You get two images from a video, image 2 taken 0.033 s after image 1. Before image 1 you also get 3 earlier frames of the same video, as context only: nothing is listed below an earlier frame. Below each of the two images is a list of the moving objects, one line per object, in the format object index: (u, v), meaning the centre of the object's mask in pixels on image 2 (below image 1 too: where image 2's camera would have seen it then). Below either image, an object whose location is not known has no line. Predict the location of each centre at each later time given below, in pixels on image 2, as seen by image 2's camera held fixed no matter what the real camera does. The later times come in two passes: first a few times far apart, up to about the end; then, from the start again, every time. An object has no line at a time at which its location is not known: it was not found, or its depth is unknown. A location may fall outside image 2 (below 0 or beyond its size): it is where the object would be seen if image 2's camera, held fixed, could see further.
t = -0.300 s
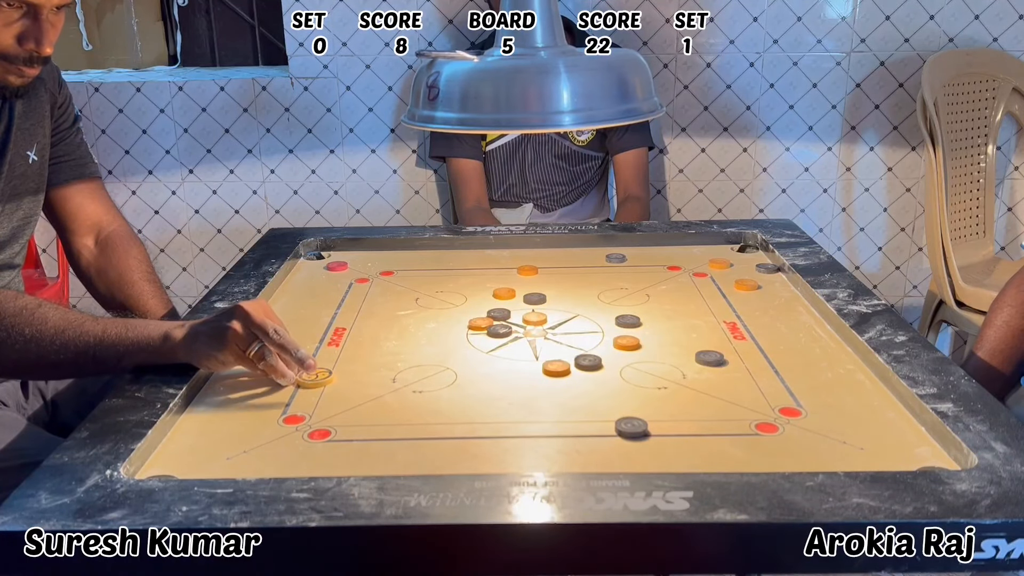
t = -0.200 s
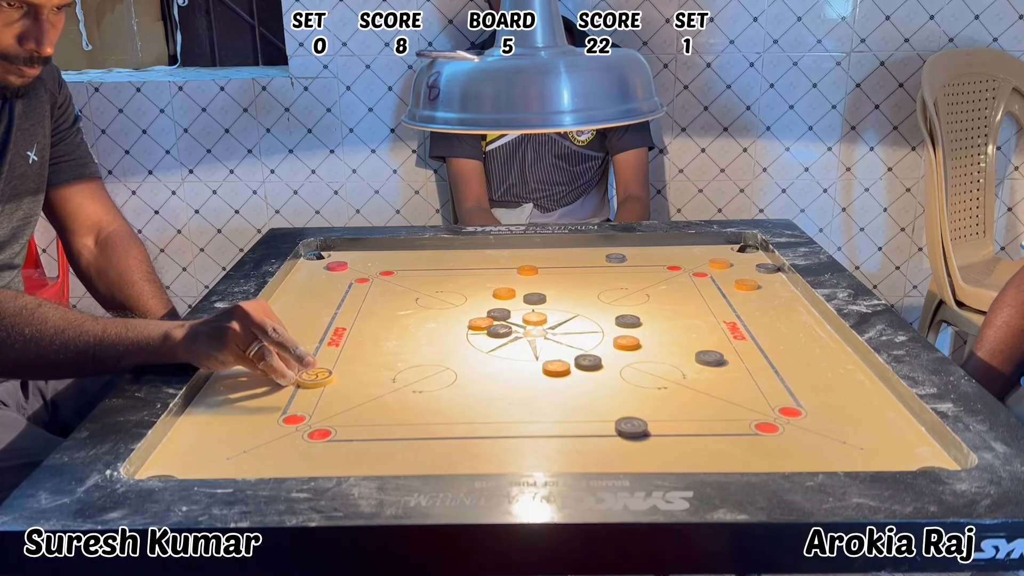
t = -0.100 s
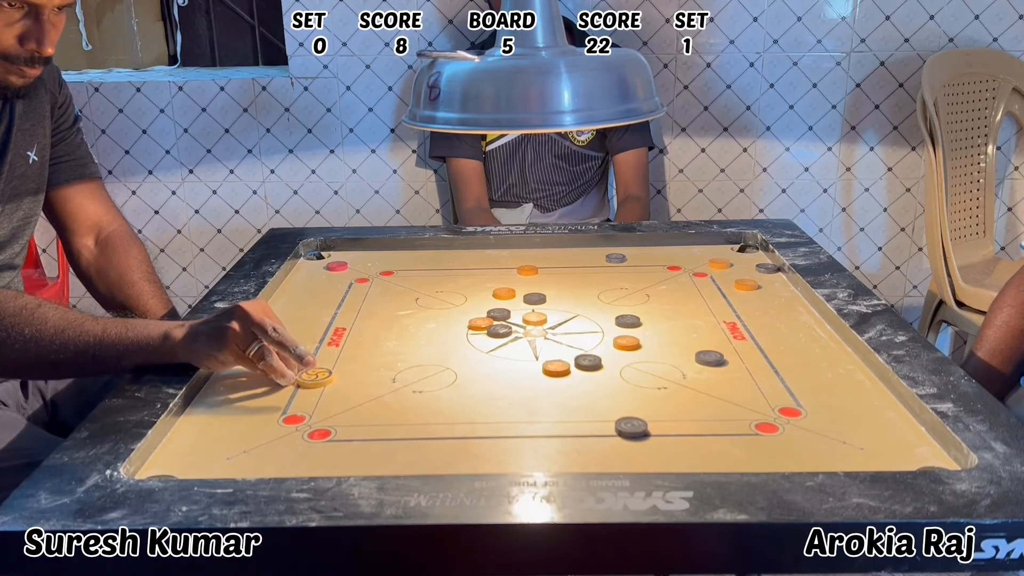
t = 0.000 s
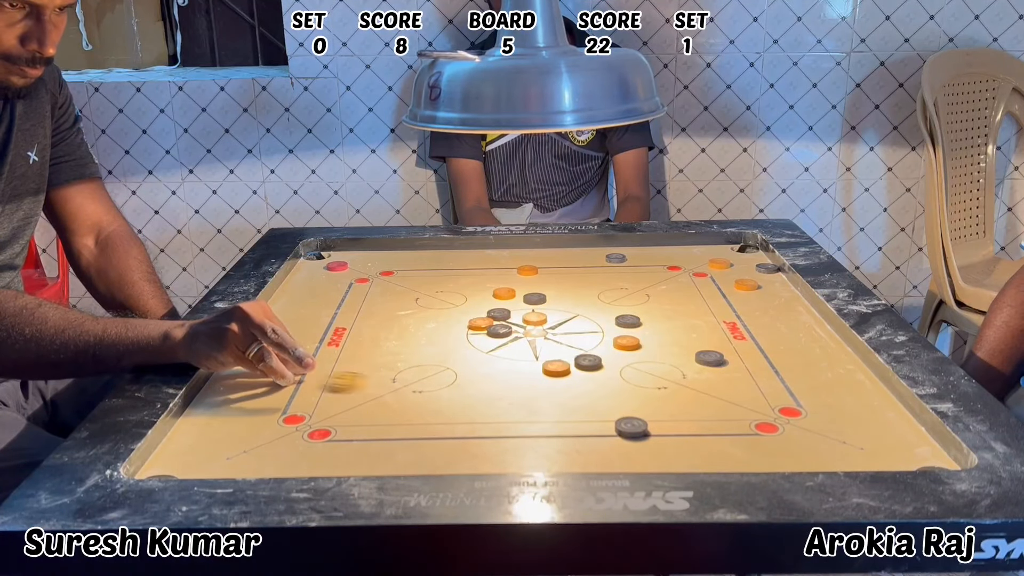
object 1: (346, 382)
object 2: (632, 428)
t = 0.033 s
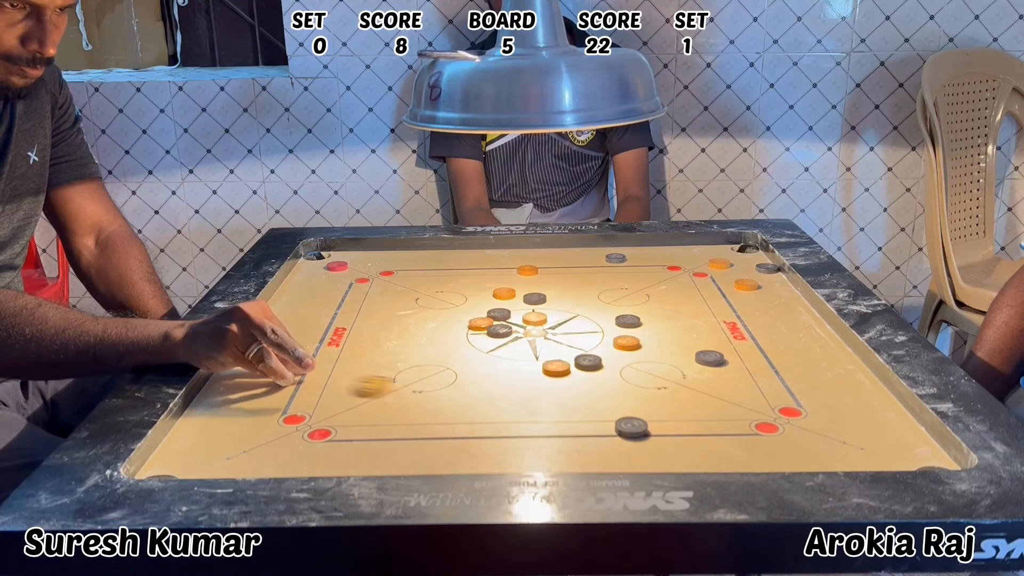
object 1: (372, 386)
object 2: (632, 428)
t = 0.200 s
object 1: (506, 406)
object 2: (632, 428)
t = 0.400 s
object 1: (620, 421)
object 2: (695, 442)
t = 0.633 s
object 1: (650, 423)
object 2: (864, 470)
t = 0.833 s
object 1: (650, 423)
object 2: (916, 463)
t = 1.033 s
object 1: (650, 423)
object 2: (920, 463)
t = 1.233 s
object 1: (650, 423)
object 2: (920, 463)
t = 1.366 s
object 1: (650, 423)
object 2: (920, 463)
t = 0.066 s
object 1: (399, 390)
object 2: (632, 428)
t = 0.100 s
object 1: (427, 394)
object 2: (631, 428)
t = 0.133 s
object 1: (455, 398)
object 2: (631, 428)
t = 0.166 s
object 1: (480, 402)
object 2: (632, 428)
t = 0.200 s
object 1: (506, 406)
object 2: (632, 428)
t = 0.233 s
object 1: (530, 409)
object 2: (631, 428)
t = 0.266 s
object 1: (555, 413)
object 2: (632, 428)
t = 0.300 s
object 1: (578, 416)
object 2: (631, 428)
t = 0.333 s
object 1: (599, 420)
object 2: (635, 429)
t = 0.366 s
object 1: (610, 421)
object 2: (666, 435)
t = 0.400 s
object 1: (620, 421)
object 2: (695, 442)
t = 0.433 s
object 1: (628, 422)
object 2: (724, 449)
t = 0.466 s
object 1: (636, 422)
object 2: (752, 456)
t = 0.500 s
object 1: (641, 423)
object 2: (778, 461)
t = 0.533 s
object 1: (645, 423)
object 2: (802, 464)
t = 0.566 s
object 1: (648, 423)
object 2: (826, 466)
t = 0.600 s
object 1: (650, 423)
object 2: (848, 468)
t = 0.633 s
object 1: (650, 423)
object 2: (864, 470)
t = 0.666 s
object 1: (650, 423)
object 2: (879, 469)
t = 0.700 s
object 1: (650, 423)
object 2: (889, 467)
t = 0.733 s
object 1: (650, 423)
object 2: (898, 466)
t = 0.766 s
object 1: (650, 423)
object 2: (905, 465)
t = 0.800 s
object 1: (650, 423)
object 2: (911, 464)
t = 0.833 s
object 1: (650, 423)
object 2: (916, 463)
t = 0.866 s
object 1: (650, 423)
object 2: (919, 463)
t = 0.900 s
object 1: (650, 423)
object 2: (920, 463)
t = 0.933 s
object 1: (650, 423)
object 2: (920, 463)
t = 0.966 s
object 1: (650, 423)
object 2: (920, 463)
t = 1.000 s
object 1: (650, 423)
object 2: (920, 463)
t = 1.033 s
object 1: (650, 423)
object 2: (920, 463)
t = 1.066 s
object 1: (650, 423)
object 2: (920, 463)
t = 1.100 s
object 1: (650, 423)
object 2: (920, 463)
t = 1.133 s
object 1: (650, 423)
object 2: (920, 463)
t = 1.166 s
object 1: (650, 423)
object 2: (920, 463)
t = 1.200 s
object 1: (650, 423)
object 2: (920, 463)
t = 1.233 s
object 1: (650, 423)
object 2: (920, 463)
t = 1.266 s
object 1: (650, 423)
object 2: (920, 463)
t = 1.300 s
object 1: (650, 423)
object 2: (920, 463)
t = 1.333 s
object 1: (650, 423)
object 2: (920, 463)
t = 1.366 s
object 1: (650, 423)
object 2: (920, 463)
